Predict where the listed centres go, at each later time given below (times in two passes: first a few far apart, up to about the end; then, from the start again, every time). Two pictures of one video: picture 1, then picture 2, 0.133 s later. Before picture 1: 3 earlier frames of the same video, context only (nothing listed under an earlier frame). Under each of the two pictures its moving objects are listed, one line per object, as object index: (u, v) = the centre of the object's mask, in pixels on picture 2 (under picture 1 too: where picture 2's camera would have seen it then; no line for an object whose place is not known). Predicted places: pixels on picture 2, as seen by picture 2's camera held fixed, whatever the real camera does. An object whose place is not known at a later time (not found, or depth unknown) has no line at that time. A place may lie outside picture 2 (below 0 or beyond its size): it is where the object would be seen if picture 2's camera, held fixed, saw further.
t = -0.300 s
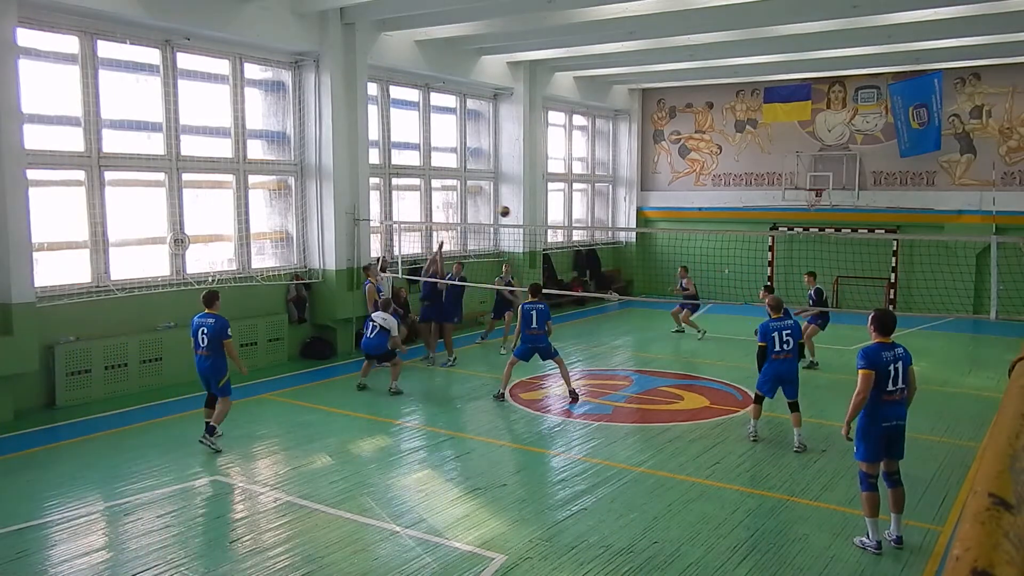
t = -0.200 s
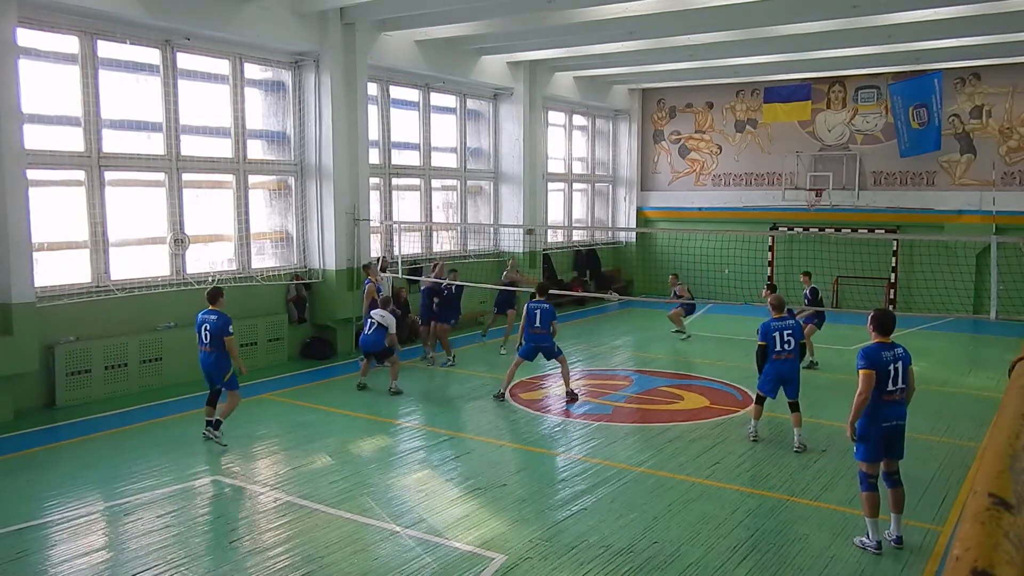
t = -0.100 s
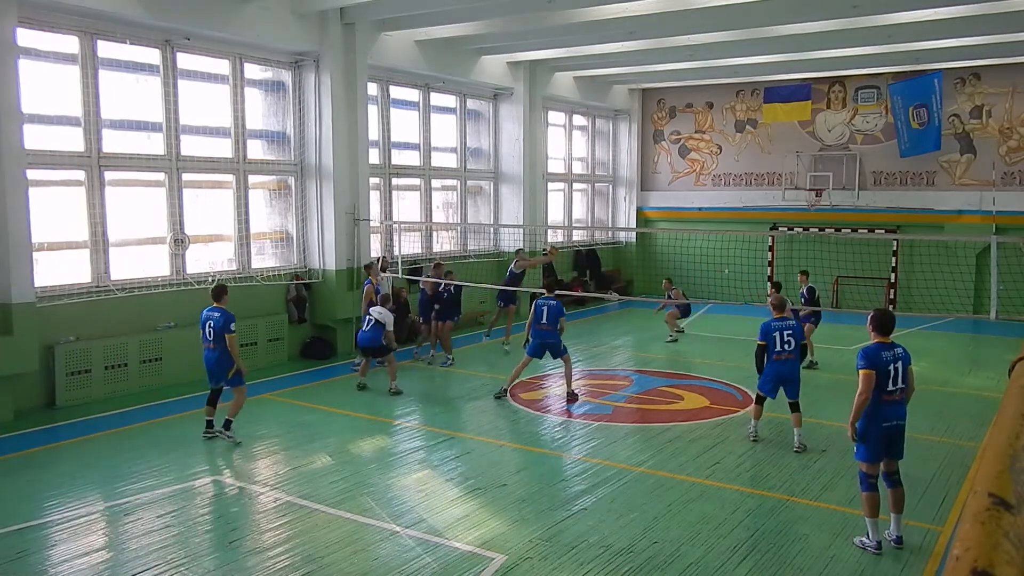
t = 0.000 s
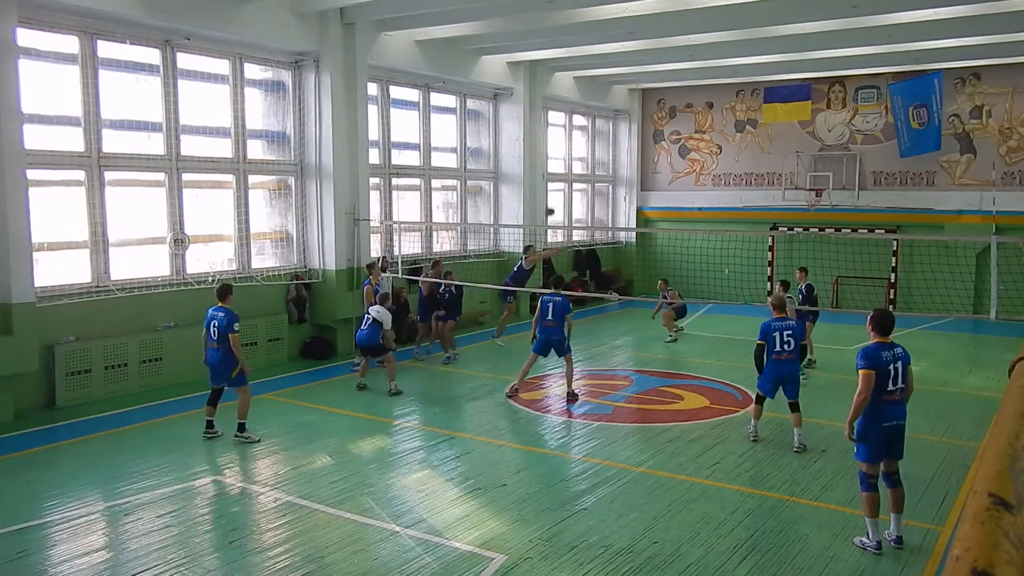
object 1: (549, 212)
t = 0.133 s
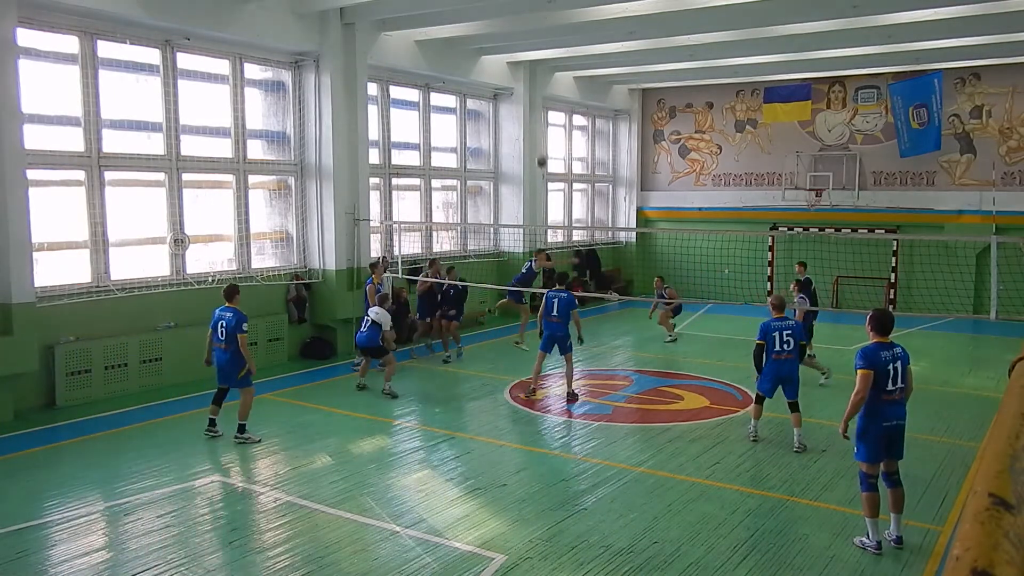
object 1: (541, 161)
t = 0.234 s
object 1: (535, 131)
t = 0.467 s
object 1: (520, 77)
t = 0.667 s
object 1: (508, 55)
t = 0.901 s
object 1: (492, 62)
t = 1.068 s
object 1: (480, 88)
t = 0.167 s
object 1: (540, 150)
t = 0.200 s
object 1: (537, 140)
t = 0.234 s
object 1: (535, 131)
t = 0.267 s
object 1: (534, 122)
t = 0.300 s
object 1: (531, 113)
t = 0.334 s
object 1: (529, 104)
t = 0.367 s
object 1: (527, 96)
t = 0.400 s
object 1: (525, 89)
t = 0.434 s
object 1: (523, 83)
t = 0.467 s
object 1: (520, 77)
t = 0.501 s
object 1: (518, 72)
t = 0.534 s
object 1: (516, 67)
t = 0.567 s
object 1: (514, 63)
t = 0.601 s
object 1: (512, 59)
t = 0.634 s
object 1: (510, 57)
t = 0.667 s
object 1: (508, 55)
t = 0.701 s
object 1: (505, 54)
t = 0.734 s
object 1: (503, 54)
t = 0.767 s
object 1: (501, 53)
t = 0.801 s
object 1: (499, 55)
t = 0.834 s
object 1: (496, 57)
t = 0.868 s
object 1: (494, 59)
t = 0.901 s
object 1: (492, 62)
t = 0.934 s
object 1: (489, 65)
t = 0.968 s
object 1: (487, 70)
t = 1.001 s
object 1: (485, 75)
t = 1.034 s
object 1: (483, 81)
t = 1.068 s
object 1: (480, 88)
